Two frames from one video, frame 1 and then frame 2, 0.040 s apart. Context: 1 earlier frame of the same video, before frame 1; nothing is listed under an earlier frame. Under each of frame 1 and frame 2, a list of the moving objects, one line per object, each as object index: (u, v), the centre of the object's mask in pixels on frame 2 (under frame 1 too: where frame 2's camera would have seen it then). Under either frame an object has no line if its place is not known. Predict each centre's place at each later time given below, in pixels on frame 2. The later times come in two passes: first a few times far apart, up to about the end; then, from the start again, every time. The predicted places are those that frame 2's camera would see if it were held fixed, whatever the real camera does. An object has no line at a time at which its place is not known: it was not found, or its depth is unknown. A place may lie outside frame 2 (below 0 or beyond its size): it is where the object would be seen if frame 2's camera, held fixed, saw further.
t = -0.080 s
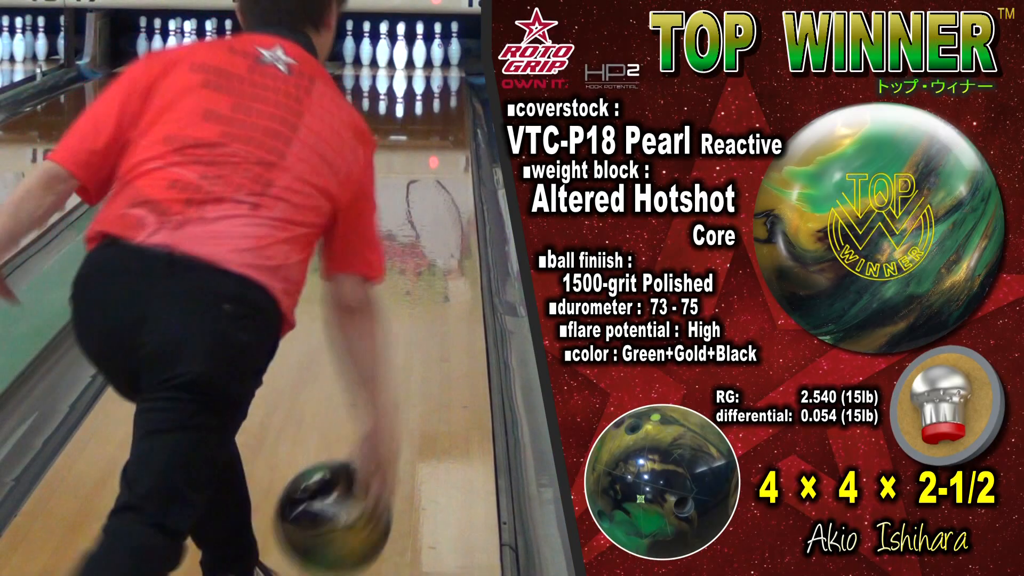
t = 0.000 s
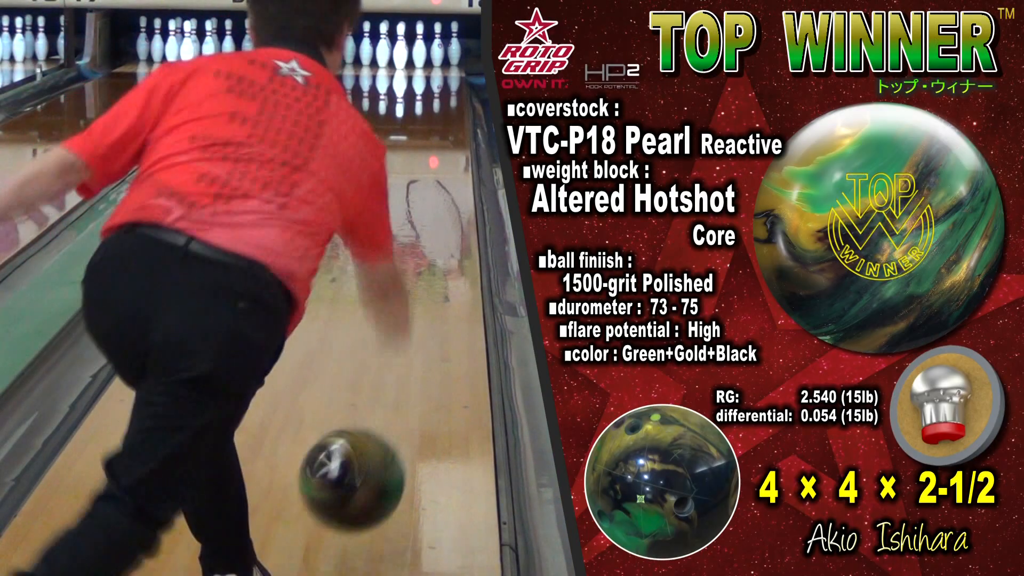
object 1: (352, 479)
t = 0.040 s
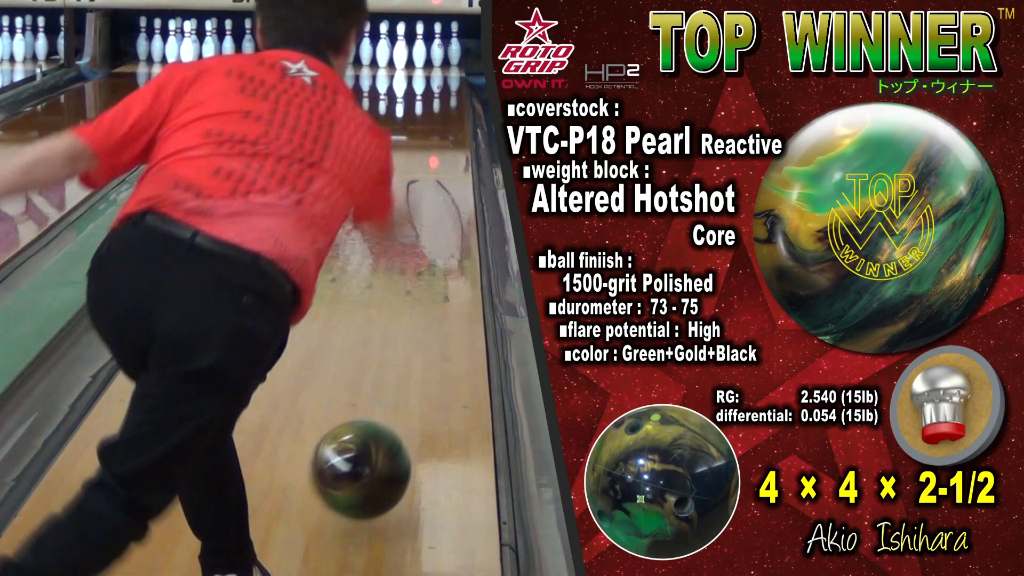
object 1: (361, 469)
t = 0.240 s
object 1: (392, 371)
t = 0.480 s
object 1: (415, 289)
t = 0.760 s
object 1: (439, 221)
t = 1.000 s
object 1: (440, 183)
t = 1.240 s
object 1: (445, 152)
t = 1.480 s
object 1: (447, 127)
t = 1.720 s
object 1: (447, 108)
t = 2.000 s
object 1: (446, 91)
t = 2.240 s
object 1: (440, 78)
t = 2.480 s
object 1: (426, 67)
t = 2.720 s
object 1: (413, 59)
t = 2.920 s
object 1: (411, 55)
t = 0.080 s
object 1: (367, 454)
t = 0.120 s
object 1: (374, 430)
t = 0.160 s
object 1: (381, 409)
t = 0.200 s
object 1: (386, 392)
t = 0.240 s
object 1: (392, 371)
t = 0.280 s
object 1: (397, 357)
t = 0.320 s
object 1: (401, 341)
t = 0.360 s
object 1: (405, 326)
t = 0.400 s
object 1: (409, 314)
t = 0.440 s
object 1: (413, 300)
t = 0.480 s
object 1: (415, 289)
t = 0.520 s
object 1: (419, 278)
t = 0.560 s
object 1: (422, 268)
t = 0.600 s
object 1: (424, 259)
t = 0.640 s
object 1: (426, 249)
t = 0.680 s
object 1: (428, 240)
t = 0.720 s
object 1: (430, 233)
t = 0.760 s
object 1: (439, 221)
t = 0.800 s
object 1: (435, 218)
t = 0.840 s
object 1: (439, 209)
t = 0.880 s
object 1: (438, 202)
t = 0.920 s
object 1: (438, 195)
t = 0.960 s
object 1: (439, 189)
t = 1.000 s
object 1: (440, 183)
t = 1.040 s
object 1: (441, 177)
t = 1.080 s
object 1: (443, 172)
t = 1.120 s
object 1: (443, 166)
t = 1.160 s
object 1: (444, 161)
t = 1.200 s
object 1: (445, 157)
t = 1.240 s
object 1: (445, 152)
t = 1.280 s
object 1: (446, 147)
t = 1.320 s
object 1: (446, 143)
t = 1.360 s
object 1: (447, 139)
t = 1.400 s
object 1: (446, 135)
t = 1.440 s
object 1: (447, 131)
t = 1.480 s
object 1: (447, 127)
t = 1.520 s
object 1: (448, 124)
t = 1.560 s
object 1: (447, 121)
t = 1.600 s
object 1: (447, 117)
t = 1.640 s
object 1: (447, 114)
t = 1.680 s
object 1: (447, 111)
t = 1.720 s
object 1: (447, 108)
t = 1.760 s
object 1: (447, 105)
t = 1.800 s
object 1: (447, 102)
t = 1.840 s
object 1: (447, 100)
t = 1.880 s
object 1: (447, 98)
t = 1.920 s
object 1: (446, 95)
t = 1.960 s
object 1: (446, 93)
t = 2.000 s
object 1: (446, 91)
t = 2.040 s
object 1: (445, 88)
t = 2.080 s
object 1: (445, 86)
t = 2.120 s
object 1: (444, 84)
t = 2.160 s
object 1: (443, 82)
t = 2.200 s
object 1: (441, 80)
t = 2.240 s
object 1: (440, 78)
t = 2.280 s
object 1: (439, 76)
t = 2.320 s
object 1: (436, 74)
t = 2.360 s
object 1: (434, 72)
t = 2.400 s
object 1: (431, 70)
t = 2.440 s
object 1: (429, 69)
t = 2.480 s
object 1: (426, 67)
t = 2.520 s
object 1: (424, 66)
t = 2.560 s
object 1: (422, 64)
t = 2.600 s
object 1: (420, 63)
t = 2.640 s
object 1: (417, 62)
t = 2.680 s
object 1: (415, 60)
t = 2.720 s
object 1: (413, 59)
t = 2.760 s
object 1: (411, 58)
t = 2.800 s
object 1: (413, 57)
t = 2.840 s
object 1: (412, 56)
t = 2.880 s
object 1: (411, 55)
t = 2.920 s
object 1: (411, 55)
